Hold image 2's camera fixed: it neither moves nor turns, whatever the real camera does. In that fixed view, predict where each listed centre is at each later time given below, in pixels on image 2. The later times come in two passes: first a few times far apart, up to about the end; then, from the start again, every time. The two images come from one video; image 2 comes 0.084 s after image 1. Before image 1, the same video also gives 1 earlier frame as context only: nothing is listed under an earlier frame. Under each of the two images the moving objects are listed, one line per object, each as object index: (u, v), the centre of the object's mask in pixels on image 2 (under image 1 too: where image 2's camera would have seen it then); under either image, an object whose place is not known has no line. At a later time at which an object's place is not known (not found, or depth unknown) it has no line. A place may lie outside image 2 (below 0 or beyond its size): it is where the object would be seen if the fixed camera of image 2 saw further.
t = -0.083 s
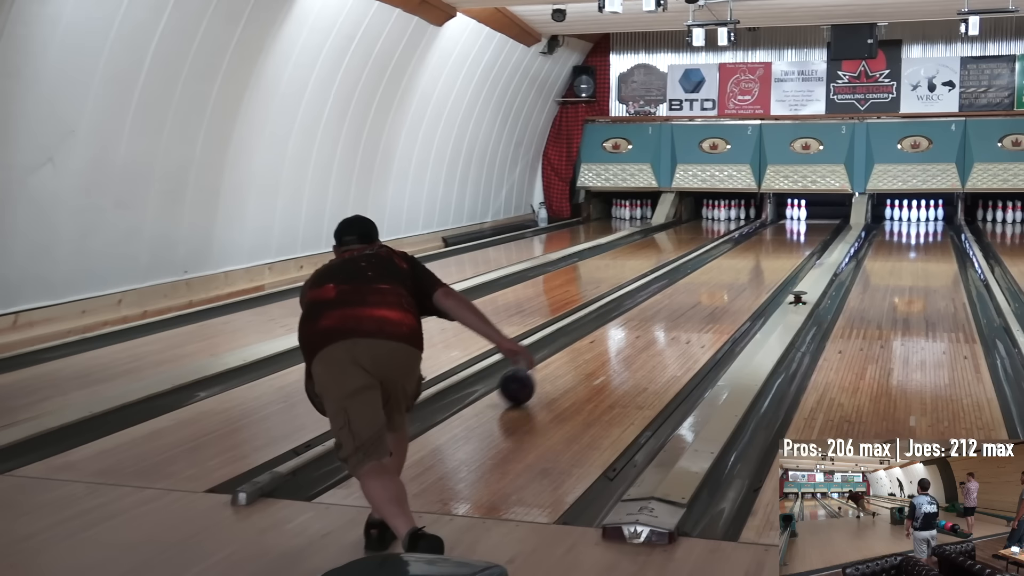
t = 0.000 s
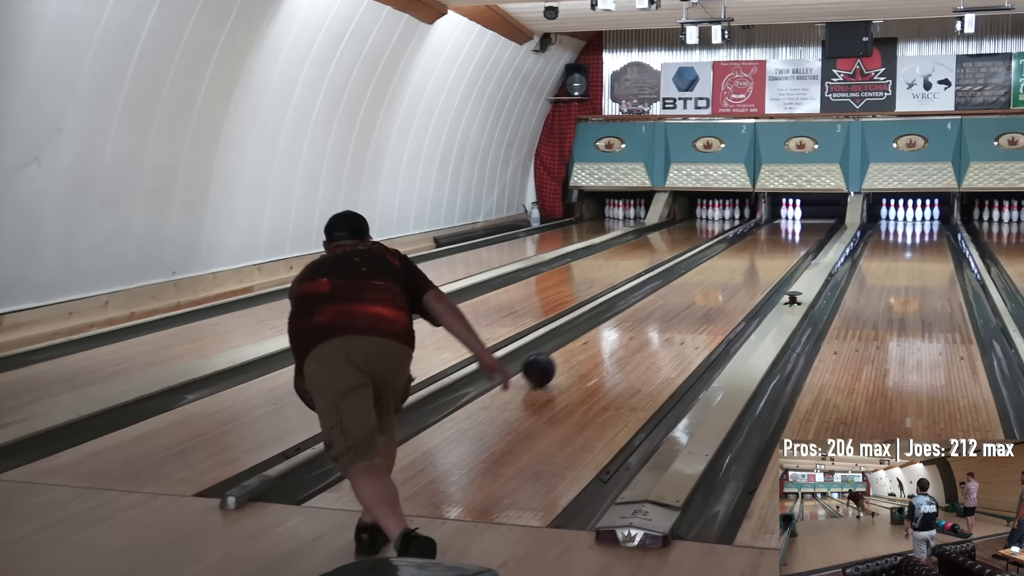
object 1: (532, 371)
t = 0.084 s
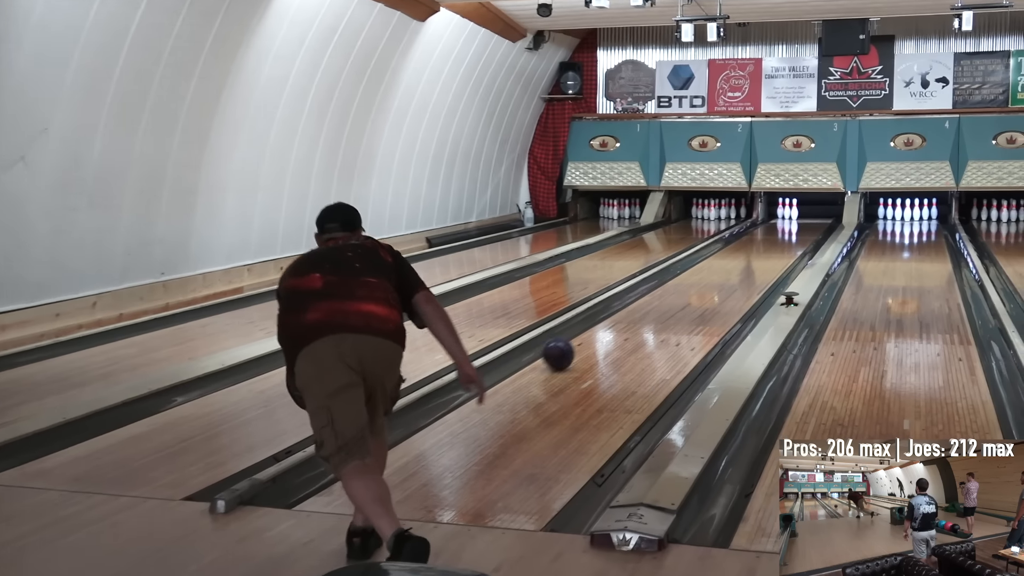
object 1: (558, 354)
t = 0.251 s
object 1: (600, 327)
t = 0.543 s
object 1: (654, 293)
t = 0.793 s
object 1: (689, 271)
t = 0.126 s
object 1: (570, 347)
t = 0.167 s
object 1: (580, 340)
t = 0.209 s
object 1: (590, 333)
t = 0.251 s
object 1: (600, 327)
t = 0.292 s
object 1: (609, 322)
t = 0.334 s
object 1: (617, 316)
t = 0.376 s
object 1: (625, 311)
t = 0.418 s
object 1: (633, 306)
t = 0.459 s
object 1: (640, 301)
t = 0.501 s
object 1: (647, 297)
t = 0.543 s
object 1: (654, 293)
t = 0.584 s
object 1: (660, 289)
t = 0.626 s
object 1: (666, 285)
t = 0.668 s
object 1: (672, 282)
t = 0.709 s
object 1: (678, 278)
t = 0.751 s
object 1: (684, 275)
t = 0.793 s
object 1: (689, 271)
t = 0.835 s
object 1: (694, 268)
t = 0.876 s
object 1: (699, 265)
